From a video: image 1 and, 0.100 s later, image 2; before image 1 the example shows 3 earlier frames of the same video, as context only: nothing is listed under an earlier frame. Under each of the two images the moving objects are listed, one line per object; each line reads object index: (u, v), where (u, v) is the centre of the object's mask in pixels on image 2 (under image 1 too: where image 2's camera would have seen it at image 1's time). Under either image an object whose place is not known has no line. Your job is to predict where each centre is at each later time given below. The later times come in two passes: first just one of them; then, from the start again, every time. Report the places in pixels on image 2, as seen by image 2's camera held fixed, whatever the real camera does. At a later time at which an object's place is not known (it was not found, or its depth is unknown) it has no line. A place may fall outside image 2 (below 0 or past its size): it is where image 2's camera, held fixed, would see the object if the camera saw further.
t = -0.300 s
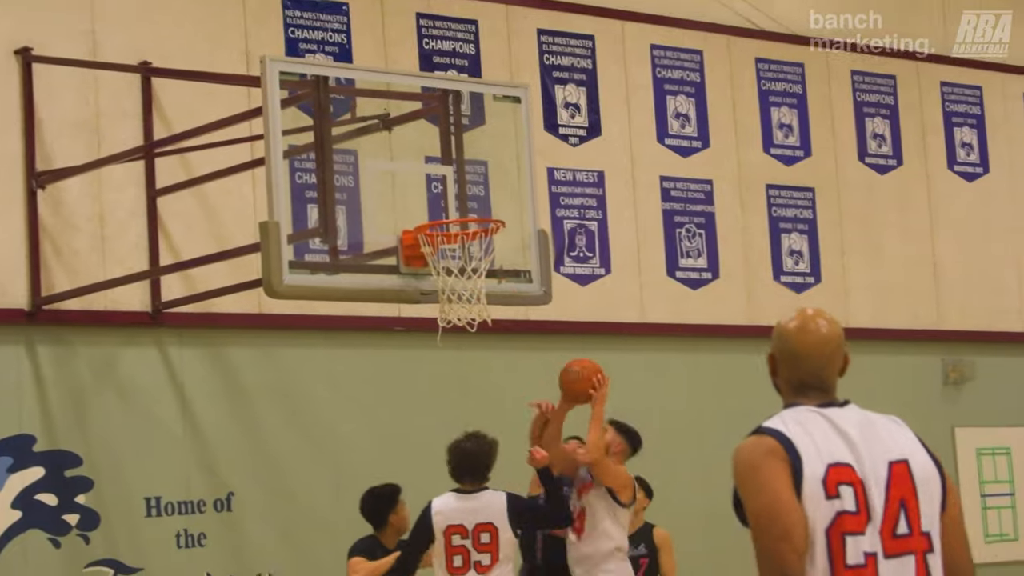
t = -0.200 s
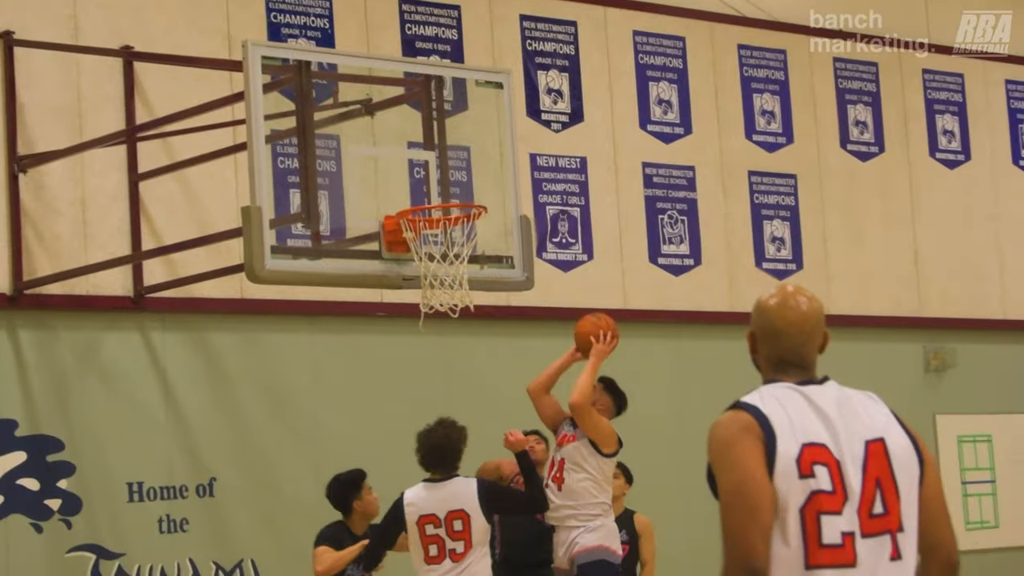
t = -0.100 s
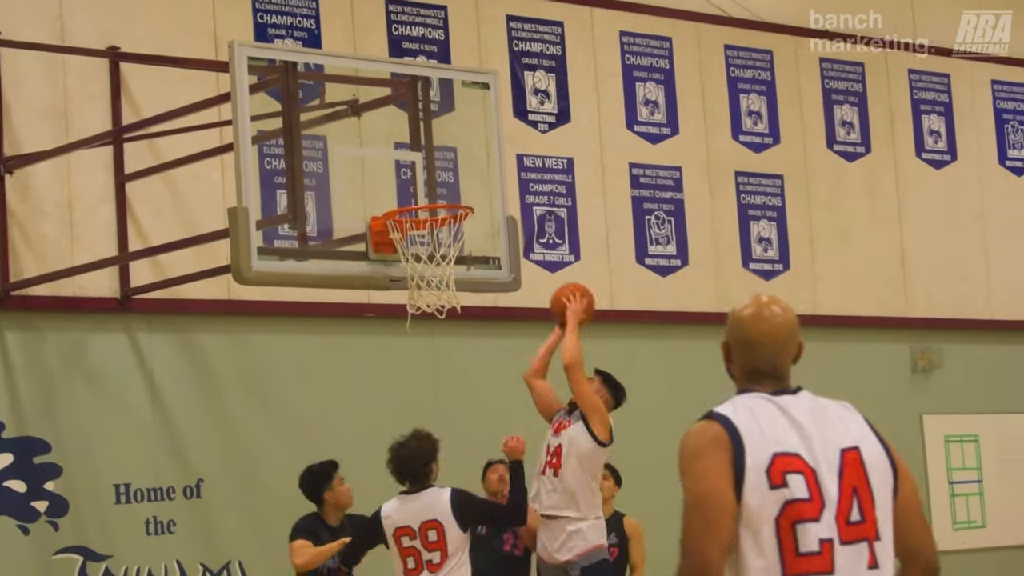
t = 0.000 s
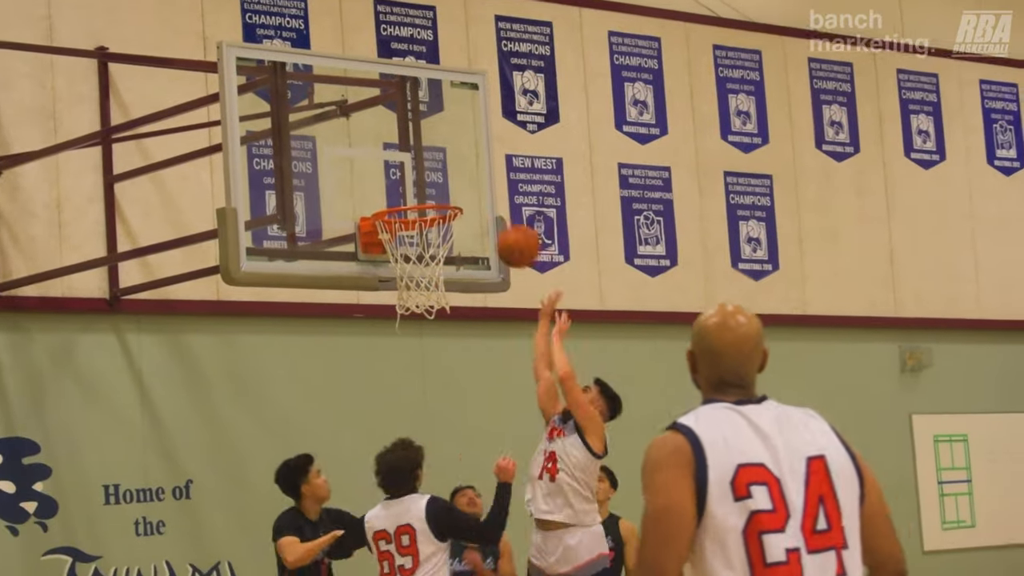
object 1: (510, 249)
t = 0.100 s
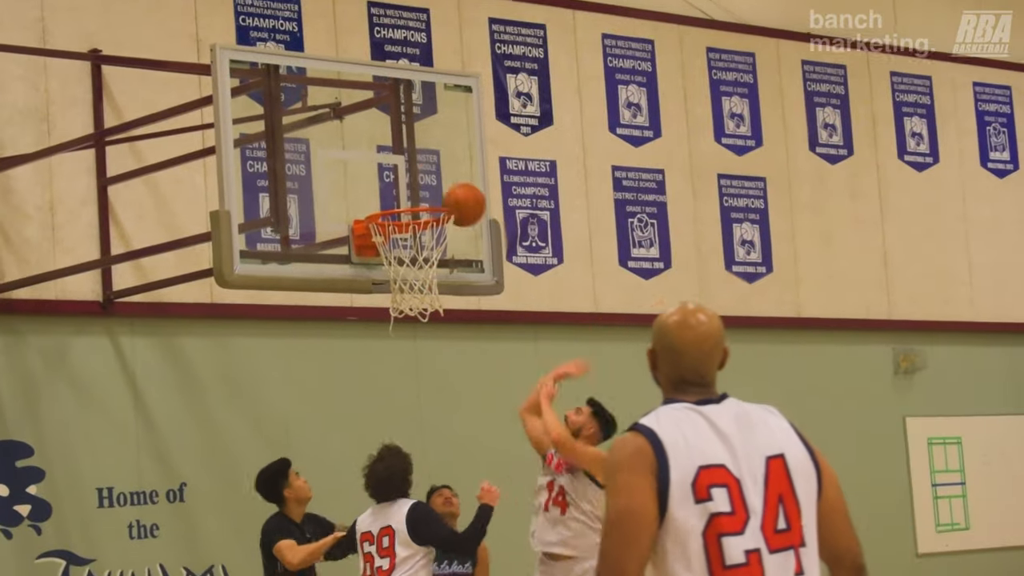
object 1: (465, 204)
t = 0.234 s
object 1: (422, 173)
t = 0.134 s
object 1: (449, 193)
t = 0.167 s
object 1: (432, 185)
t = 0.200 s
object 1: (421, 178)
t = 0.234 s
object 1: (422, 173)
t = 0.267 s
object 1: (422, 171)
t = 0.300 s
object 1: (423, 170)
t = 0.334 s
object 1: (424, 171)
